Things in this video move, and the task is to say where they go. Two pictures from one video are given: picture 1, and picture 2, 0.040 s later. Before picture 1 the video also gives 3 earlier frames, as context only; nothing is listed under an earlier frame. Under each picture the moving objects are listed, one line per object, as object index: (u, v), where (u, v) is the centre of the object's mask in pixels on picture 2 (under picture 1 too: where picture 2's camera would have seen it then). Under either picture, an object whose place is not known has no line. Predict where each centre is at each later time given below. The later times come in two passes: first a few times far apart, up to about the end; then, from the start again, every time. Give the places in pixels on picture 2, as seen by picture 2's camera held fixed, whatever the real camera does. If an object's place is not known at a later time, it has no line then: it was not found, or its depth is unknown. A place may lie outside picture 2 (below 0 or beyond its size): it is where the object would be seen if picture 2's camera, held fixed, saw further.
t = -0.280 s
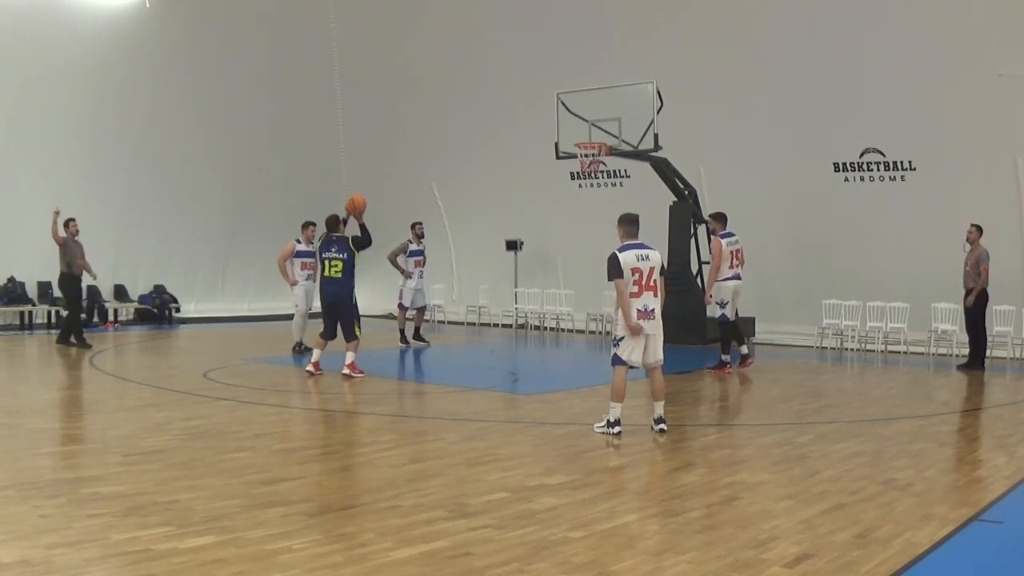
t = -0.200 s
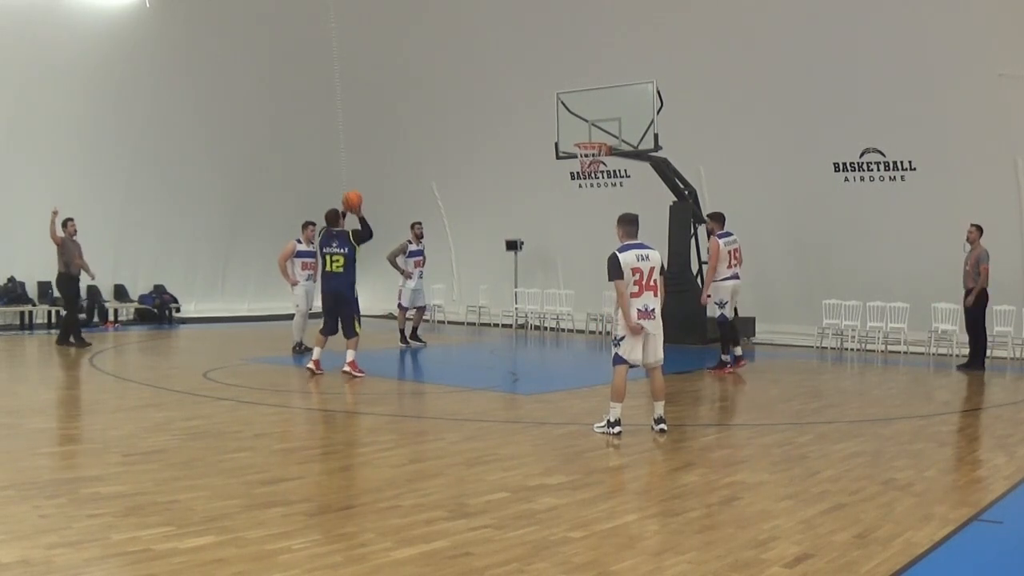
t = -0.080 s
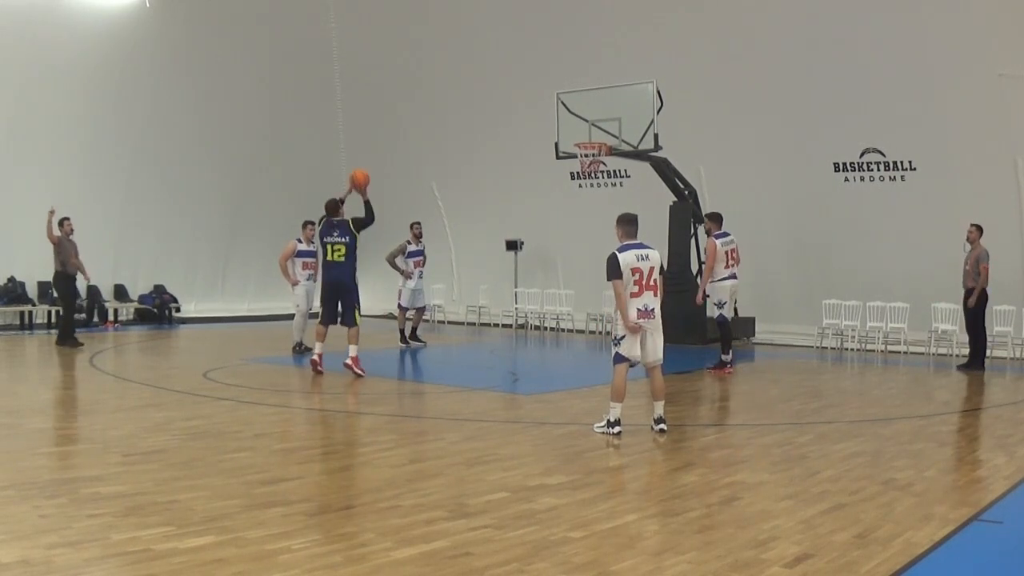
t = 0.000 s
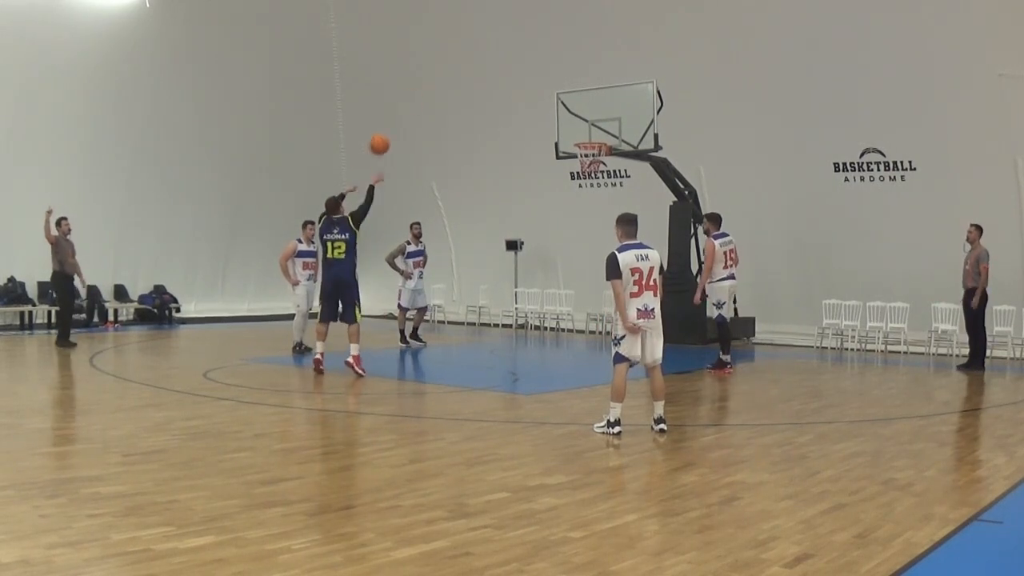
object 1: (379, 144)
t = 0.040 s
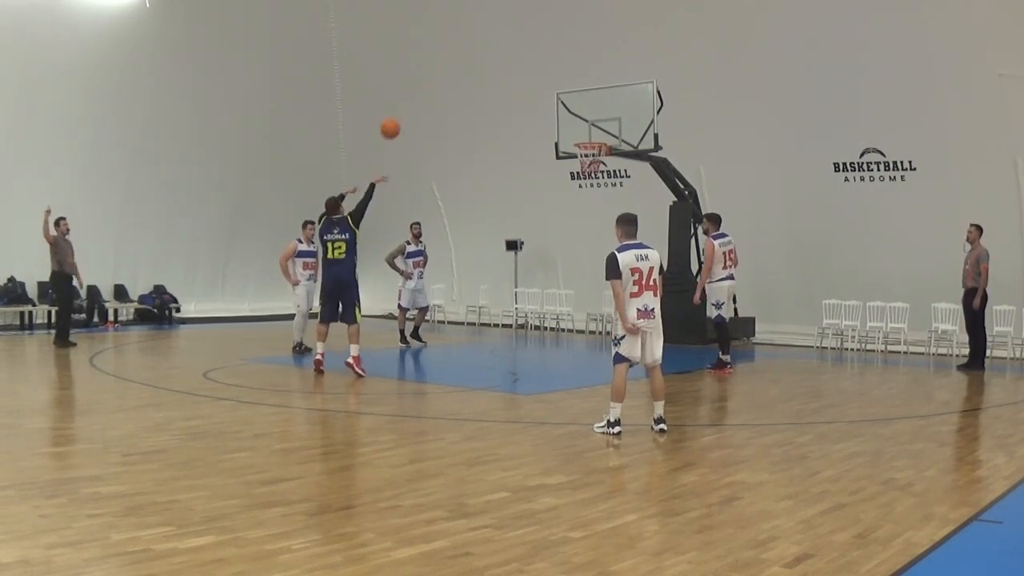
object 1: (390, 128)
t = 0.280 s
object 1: (450, 64)
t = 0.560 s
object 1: (509, 50)
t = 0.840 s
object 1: (559, 90)
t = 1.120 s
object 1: (597, 132)
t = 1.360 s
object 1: (611, 113)
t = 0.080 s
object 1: (400, 114)
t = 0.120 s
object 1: (411, 101)
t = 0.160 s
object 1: (421, 89)
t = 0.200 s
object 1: (431, 79)
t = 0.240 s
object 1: (441, 71)
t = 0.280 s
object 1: (450, 64)
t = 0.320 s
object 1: (459, 59)
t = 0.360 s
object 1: (468, 54)
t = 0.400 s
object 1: (477, 51)
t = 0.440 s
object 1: (485, 49)
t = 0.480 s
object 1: (493, 48)
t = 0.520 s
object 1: (501, 48)
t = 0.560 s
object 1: (509, 50)
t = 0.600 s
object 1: (517, 52)
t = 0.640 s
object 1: (524, 56)
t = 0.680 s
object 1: (532, 61)
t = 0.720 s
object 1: (539, 67)
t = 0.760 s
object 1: (546, 74)
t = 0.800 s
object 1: (553, 81)
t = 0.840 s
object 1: (559, 90)
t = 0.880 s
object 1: (566, 100)
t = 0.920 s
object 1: (573, 110)
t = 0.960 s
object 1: (579, 121)
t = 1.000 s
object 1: (585, 133)
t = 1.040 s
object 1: (590, 137)
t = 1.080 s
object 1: (594, 136)
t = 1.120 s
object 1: (597, 132)
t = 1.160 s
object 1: (600, 127)
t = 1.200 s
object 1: (602, 121)
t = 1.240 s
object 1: (604, 118)
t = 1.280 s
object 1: (606, 115)
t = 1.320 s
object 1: (608, 113)
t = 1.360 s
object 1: (611, 113)
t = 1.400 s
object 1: (613, 113)
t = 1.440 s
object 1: (615, 115)
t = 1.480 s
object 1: (618, 118)
